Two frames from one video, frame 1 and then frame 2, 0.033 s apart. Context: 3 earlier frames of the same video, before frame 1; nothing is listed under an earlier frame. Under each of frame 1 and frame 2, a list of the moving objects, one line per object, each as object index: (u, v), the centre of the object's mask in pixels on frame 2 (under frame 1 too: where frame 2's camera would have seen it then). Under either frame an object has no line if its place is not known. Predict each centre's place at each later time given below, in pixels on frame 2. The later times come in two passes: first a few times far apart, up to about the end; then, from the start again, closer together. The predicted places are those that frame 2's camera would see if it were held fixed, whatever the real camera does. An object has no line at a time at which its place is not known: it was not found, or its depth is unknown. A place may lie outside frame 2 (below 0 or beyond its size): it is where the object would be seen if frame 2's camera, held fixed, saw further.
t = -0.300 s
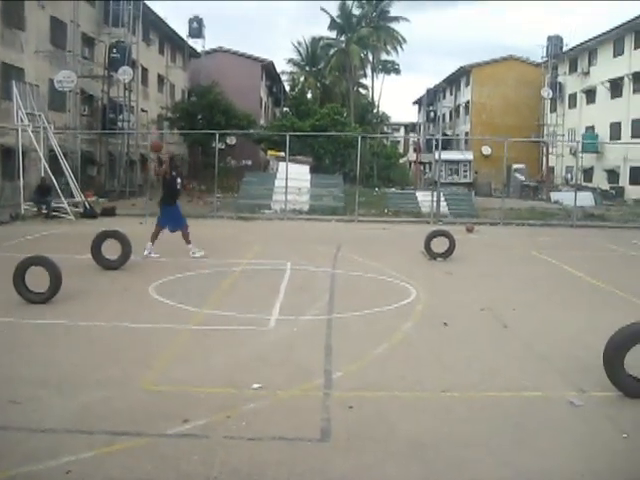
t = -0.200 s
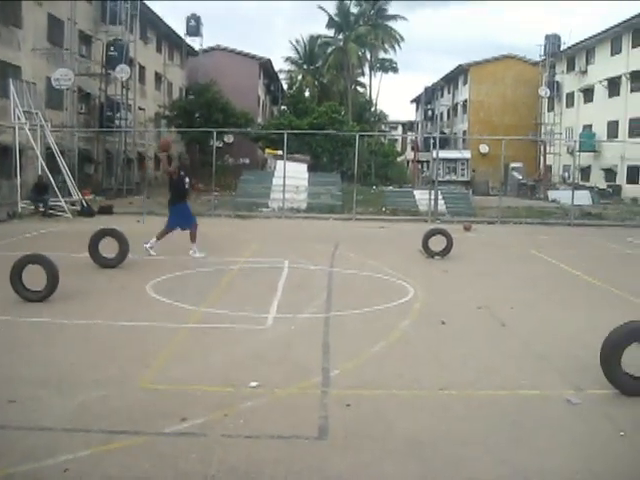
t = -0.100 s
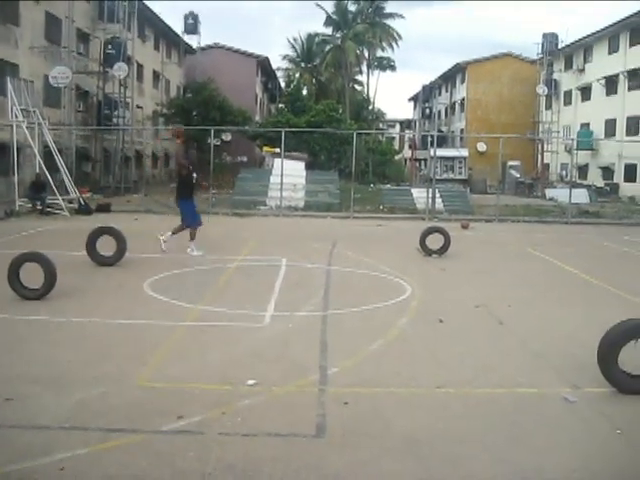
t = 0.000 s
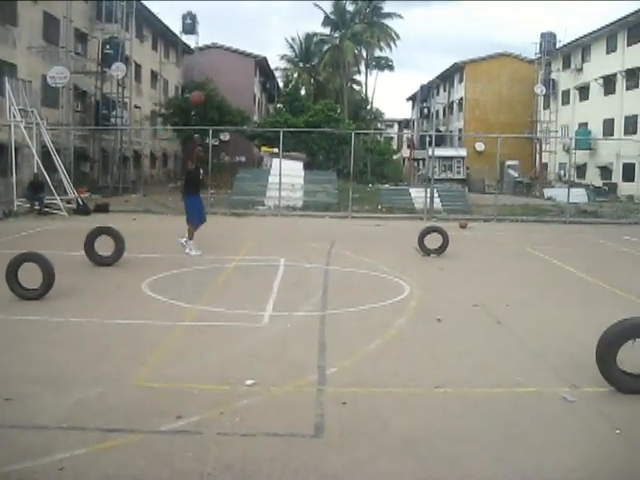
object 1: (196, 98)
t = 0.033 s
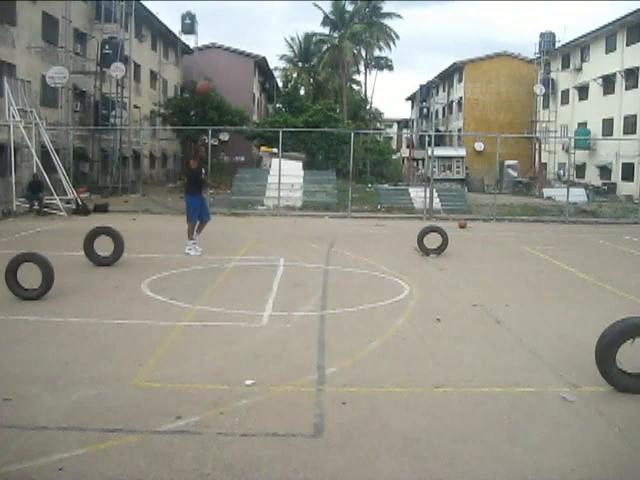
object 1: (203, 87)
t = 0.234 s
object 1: (253, 35)
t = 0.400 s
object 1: (301, 7)
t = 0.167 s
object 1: (235, 51)
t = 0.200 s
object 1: (244, 43)
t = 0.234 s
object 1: (253, 35)
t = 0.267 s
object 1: (262, 28)
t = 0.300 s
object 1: (271, 22)
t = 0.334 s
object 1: (281, 16)
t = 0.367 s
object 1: (291, 10)
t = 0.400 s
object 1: (301, 7)
